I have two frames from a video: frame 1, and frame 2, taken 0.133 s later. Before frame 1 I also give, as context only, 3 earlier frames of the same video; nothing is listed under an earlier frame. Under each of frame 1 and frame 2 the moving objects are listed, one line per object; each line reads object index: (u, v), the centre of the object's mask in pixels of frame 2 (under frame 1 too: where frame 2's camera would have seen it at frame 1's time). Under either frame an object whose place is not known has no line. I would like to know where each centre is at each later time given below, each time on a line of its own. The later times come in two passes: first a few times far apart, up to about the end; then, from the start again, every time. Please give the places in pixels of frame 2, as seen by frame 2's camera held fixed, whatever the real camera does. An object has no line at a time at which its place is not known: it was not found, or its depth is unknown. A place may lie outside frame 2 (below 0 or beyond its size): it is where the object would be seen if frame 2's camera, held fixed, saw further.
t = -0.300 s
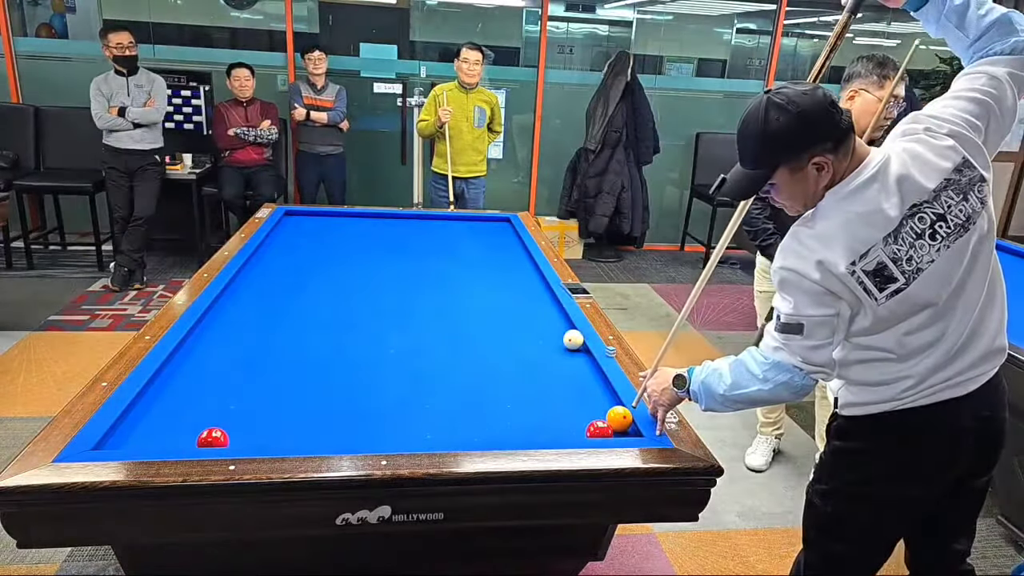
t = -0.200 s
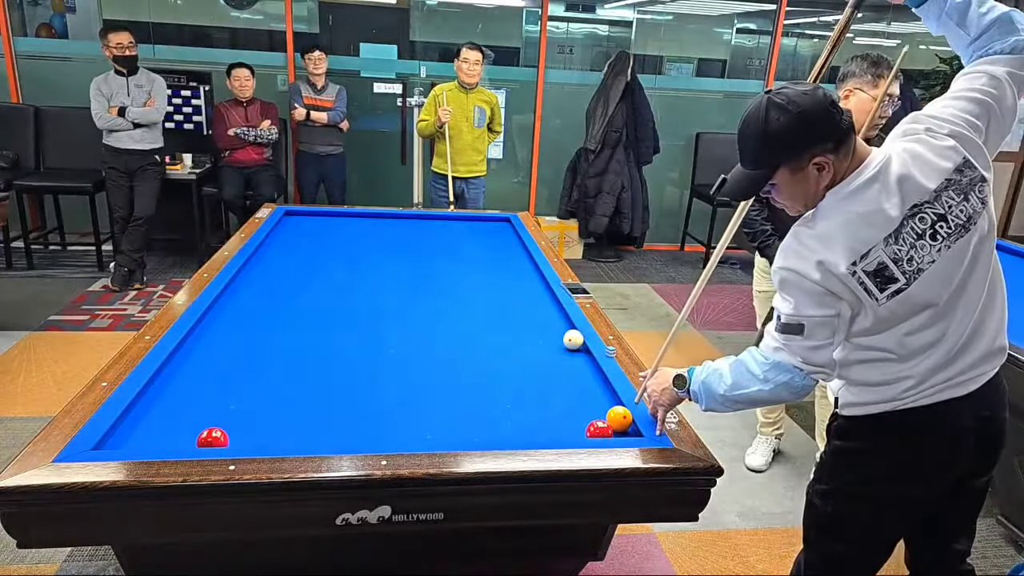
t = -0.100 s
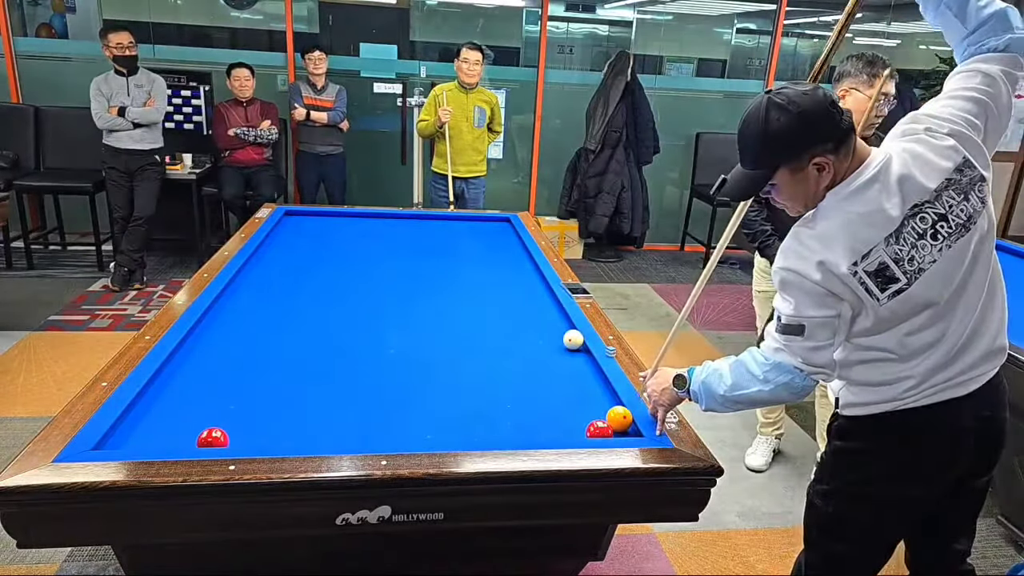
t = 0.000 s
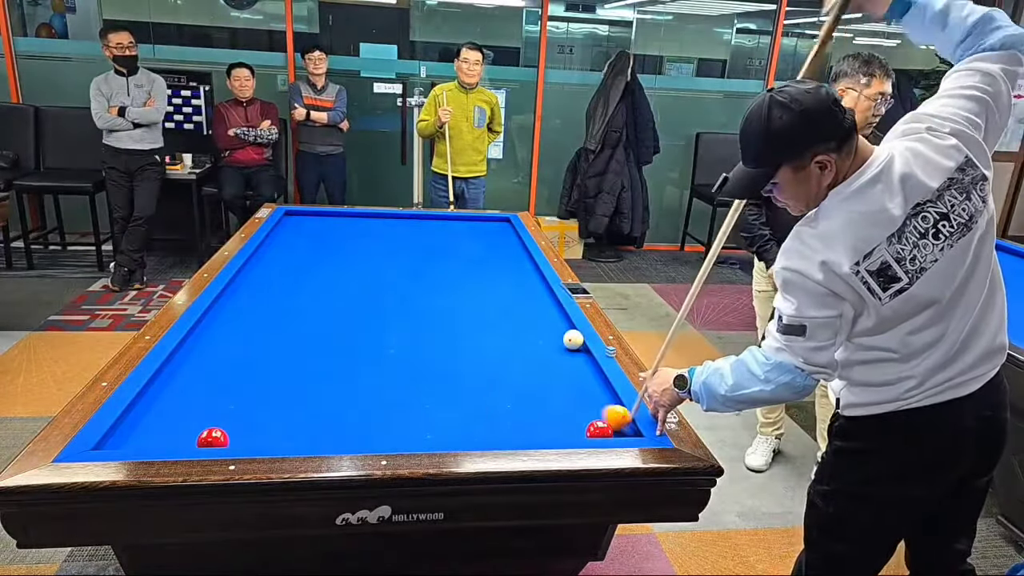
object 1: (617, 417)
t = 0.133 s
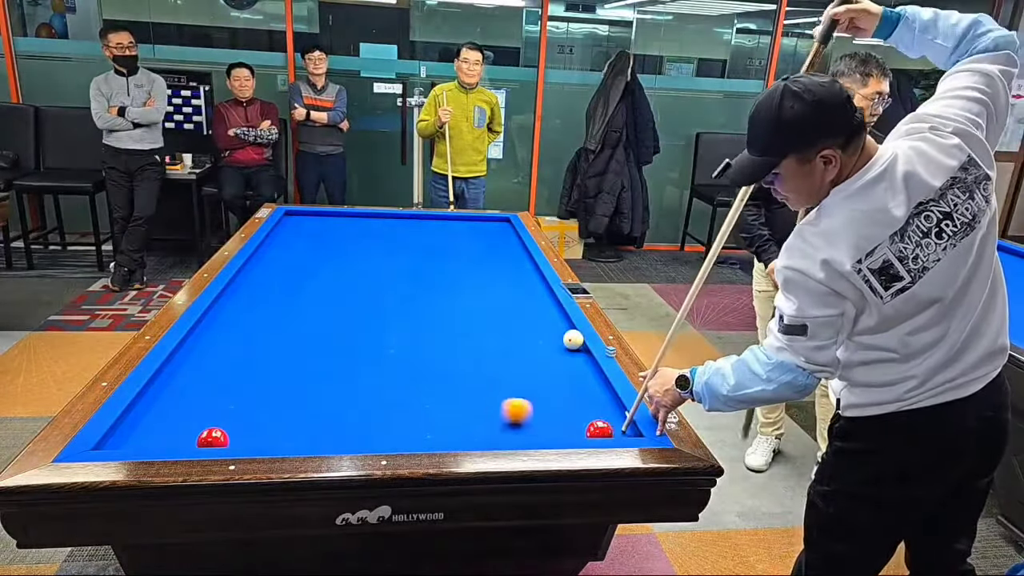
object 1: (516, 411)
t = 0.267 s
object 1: (426, 405)
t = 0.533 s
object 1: (274, 397)
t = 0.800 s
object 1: (162, 393)
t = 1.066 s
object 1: (218, 393)
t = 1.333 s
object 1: (276, 393)
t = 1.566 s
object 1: (324, 392)
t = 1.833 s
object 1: (377, 392)
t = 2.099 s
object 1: (428, 392)
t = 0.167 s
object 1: (493, 409)
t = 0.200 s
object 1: (470, 408)
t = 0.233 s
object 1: (447, 406)
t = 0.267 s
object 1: (426, 405)
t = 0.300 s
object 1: (405, 404)
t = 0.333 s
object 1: (384, 403)
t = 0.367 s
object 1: (364, 402)
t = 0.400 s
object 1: (345, 401)
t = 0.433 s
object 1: (326, 400)
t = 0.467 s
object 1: (308, 399)
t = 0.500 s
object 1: (291, 398)
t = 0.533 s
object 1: (274, 397)
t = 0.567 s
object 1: (258, 396)
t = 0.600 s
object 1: (243, 396)
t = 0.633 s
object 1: (229, 395)
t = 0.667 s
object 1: (215, 395)
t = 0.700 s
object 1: (202, 394)
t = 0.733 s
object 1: (189, 394)
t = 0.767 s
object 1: (175, 393)
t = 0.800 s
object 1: (162, 393)
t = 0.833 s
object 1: (154, 392)
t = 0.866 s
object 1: (165, 393)
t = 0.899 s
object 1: (175, 393)
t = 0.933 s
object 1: (185, 393)
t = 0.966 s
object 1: (195, 393)
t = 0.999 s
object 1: (203, 393)
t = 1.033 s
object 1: (211, 393)
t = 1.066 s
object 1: (218, 393)
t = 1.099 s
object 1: (226, 392)
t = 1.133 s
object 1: (233, 392)
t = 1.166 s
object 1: (240, 392)
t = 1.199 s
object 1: (247, 392)
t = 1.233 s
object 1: (255, 392)
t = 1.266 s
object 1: (262, 392)
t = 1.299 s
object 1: (269, 393)
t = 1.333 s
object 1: (276, 393)
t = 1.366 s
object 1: (283, 392)
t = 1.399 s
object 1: (290, 392)
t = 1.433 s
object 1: (297, 392)
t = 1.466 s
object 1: (304, 392)
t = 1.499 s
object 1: (311, 392)
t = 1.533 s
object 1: (318, 392)
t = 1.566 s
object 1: (324, 392)
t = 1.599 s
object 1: (331, 392)
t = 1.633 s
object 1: (338, 392)
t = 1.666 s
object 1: (345, 392)
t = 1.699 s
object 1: (351, 392)
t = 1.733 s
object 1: (358, 392)
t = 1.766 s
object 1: (364, 392)
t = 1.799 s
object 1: (371, 392)
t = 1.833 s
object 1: (377, 392)
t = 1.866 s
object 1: (384, 392)
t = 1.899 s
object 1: (390, 392)
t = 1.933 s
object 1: (397, 392)
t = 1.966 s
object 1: (403, 392)
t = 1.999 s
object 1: (409, 392)
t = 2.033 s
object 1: (415, 392)
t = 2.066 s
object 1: (422, 392)
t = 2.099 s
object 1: (428, 392)
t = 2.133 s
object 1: (434, 392)
